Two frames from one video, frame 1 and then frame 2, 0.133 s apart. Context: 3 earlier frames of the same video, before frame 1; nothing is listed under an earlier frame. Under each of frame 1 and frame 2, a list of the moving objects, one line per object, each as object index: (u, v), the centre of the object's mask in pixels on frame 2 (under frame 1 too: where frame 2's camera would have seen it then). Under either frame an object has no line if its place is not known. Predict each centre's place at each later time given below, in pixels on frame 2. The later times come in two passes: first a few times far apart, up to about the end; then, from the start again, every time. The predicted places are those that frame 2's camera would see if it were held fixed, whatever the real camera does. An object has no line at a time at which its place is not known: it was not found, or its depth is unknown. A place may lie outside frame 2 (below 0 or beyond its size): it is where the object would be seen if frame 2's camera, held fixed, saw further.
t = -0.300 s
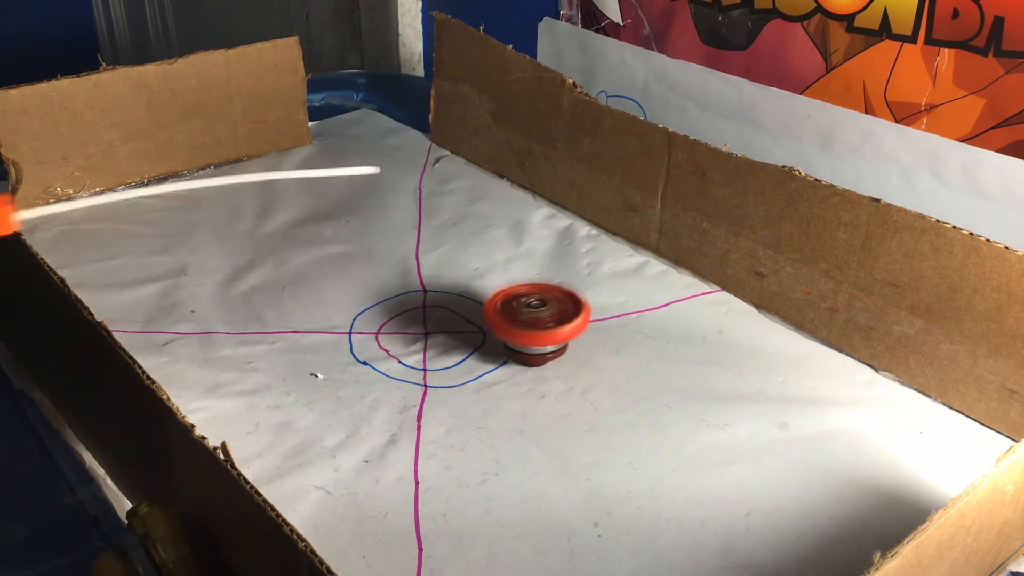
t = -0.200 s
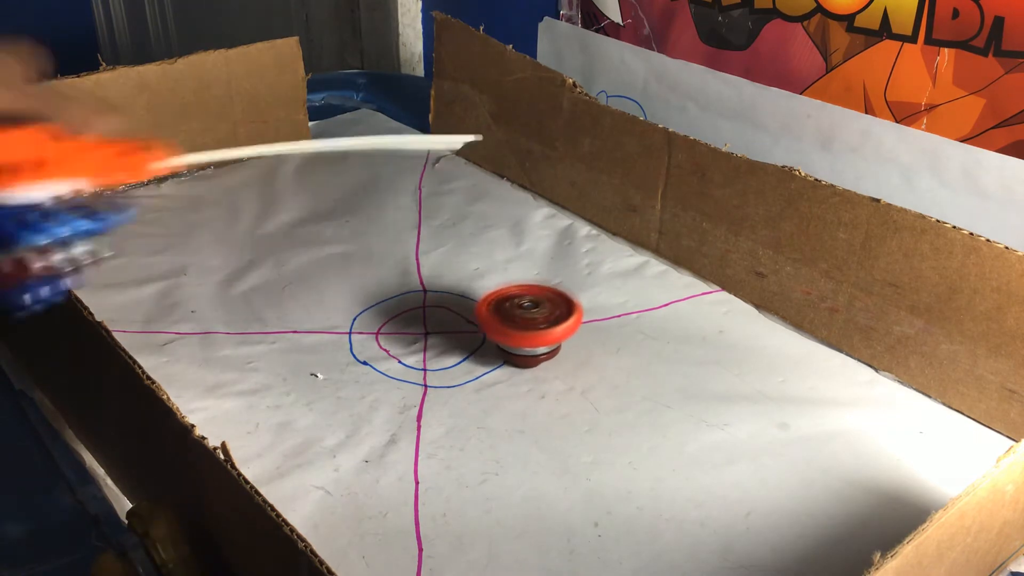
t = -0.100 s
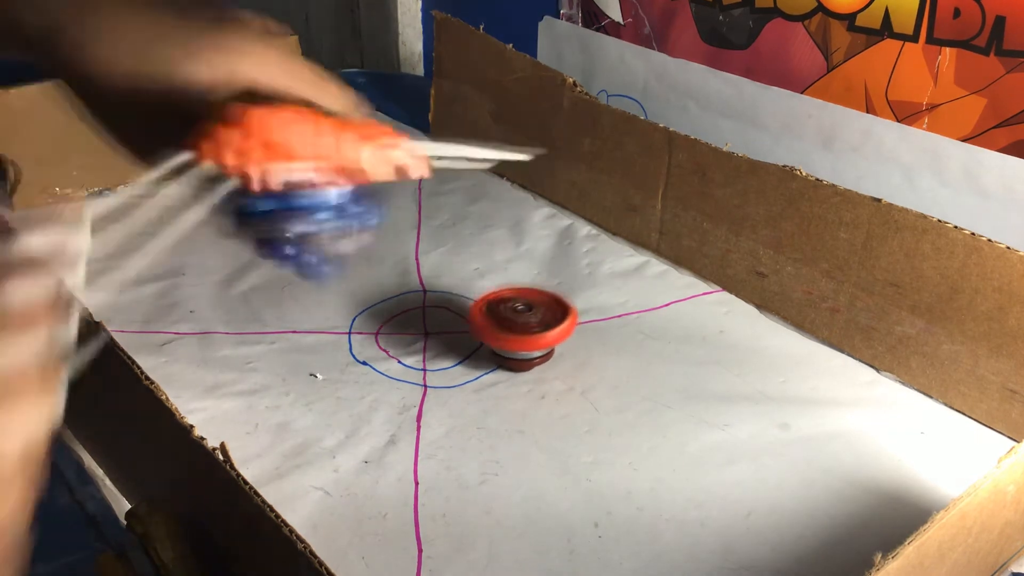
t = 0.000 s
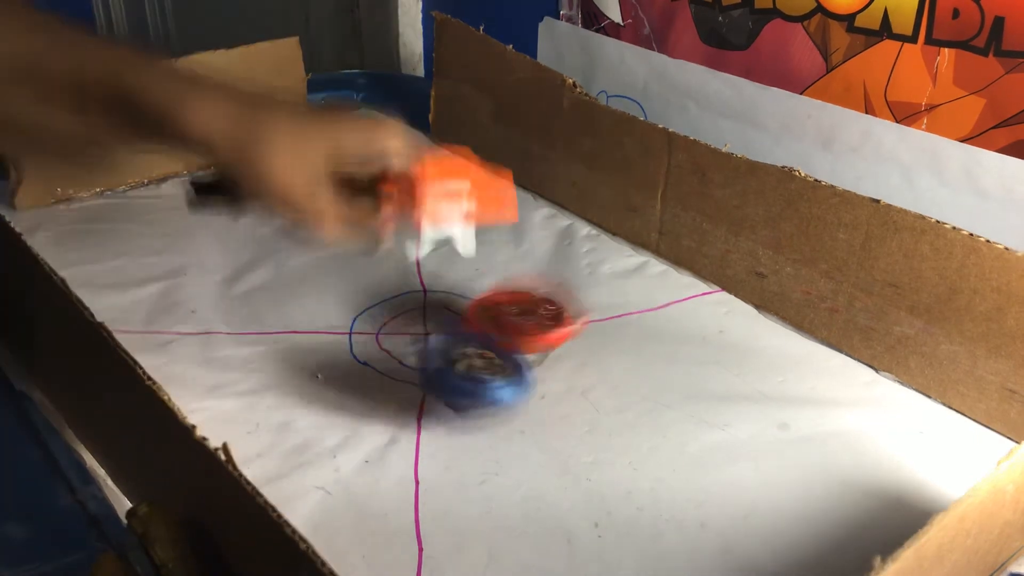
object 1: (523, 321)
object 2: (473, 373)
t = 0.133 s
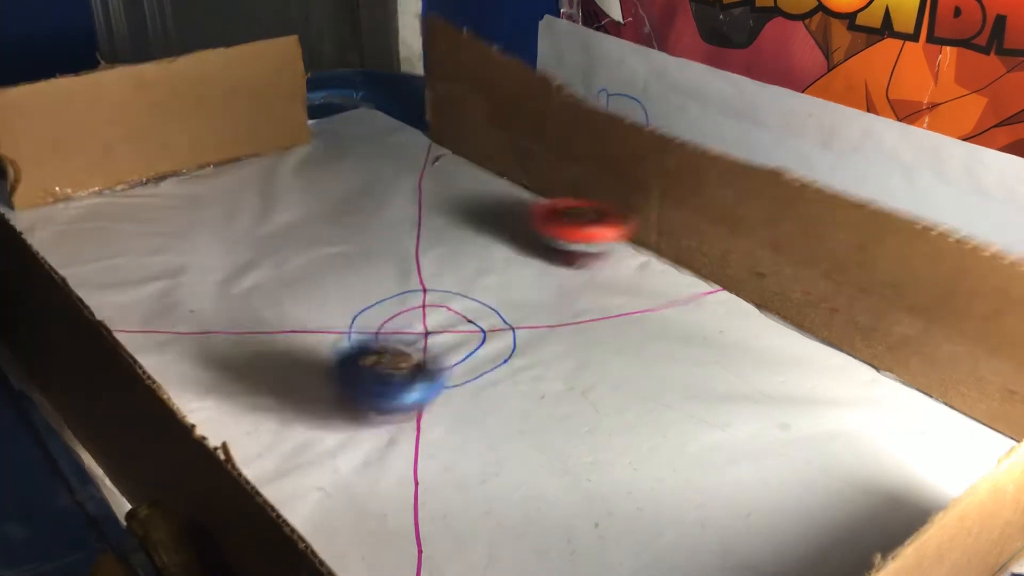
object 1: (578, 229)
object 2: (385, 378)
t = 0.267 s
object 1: (437, 200)
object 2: (327, 340)
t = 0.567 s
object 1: (202, 152)
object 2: (243, 237)
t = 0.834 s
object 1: (46, 223)
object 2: (304, 194)
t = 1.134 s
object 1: (180, 283)
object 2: (346, 147)
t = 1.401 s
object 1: (344, 346)
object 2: (413, 126)
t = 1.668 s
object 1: (532, 415)
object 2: (399, 126)
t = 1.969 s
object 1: (733, 503)
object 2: (401, 127)
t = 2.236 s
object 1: (814, 543)
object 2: (423, 134)
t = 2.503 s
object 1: (749, 522)
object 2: (437, 147)
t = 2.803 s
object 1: (654, 445)
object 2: (438, 163)
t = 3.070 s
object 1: (580, 367)
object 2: (432, 178)
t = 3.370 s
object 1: (530, 287)
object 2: (418, 200)
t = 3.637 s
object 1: (508, 243)
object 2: (391, 234)
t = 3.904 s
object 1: (520, 233)
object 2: (306, 312)
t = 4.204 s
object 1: (555, 248)
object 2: (318, 413)
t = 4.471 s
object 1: (559, 281)
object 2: (399, 494)
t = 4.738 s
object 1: (525, 324)
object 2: (494, 546)
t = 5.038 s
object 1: (440, 368)
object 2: (599, 558)
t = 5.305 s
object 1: (361, 384)
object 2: (672, 547)
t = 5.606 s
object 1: (318, 369)
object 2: (710, 504)
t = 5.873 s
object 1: (345, 338)
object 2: (692, 426)
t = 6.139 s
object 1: (403, 306)
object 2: (642, 356)
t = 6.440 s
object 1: (451, 284)
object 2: (582, 291)
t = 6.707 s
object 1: (313, 259)
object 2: (601, 253)
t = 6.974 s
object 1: (250, 232)
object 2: (549, 243)
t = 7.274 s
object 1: (214, 209)
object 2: (511, 275)
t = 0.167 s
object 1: (540, 222)
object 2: (369, 362)
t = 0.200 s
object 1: (502, 213)
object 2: (353, 346)
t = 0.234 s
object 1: (468, 205)
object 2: (340, 347)
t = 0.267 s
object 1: (437, 200)
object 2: (327, 340)
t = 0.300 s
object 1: (406, 195)
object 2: (318, 324)
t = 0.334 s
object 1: (378, 191)
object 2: (309, 319)
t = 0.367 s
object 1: (354, 184)
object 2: (299, 302)
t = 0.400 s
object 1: (327, 178)
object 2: (291, 291)
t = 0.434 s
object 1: (303, 172)
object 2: (279, 279)
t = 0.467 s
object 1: (276, 164)
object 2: (267, 268)
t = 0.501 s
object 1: (248, 158)
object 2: (257, 260)
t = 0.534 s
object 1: (220, 152)
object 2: (248, 248)
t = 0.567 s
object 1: (202, 152)
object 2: (243, 237)
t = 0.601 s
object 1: (182, 164)
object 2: (236, 223)
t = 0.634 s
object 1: (165, 172)
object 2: (227, 211)
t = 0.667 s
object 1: (143, 174)
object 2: (227, 204)
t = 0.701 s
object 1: (94, 169)
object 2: (245, 203)
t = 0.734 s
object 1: (48, 190)
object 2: (262, 203)
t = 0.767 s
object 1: (20, 213)
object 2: (277, 202)
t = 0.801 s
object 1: (25, 225)
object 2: (291, 199)
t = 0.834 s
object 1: (46, 223)
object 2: (304, 194)
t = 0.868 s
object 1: (57, 229)
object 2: (313, 189)
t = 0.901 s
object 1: (63, 241)
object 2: (321, 183)
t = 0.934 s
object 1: (78, 246)
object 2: (327, 177)
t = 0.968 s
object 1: (96, 250)
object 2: (332, 171)
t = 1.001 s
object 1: (111, 256)
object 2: (337, 166)
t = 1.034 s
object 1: (129, 262)
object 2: (340, 160)
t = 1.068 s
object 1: (146, 269)
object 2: (342, 155)
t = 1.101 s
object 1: (162, 276)
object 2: (345, 151)
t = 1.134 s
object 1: (180, 283)
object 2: (346, 147)
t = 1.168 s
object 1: (199, 288)
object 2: (351, 143)
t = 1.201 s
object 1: (219, 295)
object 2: (355, 140)
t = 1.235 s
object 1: (239, 302)
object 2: (362, 136)
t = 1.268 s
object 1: (258, 310)
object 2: (369, 134)
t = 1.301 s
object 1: (278, 321)
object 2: (378, 133)
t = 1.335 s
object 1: (299, 330)
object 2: (389, 131)
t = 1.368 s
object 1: (321, 337)
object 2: (403, 129)
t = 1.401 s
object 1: (344, 346)
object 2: (413, 126)
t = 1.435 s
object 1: (366, 354)
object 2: (409, 126)
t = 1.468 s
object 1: (389, 363)
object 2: (405, 126)
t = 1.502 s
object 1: (412, 373)
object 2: (402, 126)
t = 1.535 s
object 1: (437, 382)
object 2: (399, 126)
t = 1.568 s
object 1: (462, 390)
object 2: (399, 126)
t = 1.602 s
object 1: (486, 399)
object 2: (399, 126)
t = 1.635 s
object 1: (509, 407)
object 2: (399, 126)
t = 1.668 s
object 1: (532, 415)
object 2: (399, 126)
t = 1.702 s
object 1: (556, 425)
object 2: (400, 126)
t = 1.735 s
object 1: (578, 434)
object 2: (400, 126)
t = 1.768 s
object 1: (601, 444)
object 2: (399, 126)
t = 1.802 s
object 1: (624, 453)
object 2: (398, 126)
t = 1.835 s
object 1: (646, 463)
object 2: (398, 126)
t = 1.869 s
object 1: (668, 472)
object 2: (399, 126)
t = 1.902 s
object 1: (690, 481)
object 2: (399, 126)
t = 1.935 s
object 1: (712, 491)
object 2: (401, 126)
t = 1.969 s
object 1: (733, 503)
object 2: (401, 127)
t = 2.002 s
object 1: (753, 513)
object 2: (404, 128)
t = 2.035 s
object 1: (771, 521)
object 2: (407, 128)
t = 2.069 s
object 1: (787, 528)
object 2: (409, 129)
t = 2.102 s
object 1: (798, 533)
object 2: (413, 129)
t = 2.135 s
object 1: (806, 538)
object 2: (416, 130)
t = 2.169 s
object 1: (815, 542)
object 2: (418, 131)
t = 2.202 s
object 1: (819, 545)
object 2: (421, 133)
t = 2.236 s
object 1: (814, 543)
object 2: (423, 134)
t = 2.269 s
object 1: (810, 540)
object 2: (426, 136)
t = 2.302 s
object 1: (804, 538)
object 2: (427, 138)
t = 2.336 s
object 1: (798, 536)
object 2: (429, 140)
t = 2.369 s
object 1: (790, 535)
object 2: (432, 141)
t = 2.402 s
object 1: (780, 532)
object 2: (433, 143)
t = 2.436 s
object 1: (771, 530)
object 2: (434, 144)
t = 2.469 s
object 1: (760, 525)
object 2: (436, 145)
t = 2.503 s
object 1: (749, 522)
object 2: (437, 147)
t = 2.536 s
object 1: (737, 516)
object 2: (438, 148)
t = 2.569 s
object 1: (726, 509)
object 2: (438, 150)
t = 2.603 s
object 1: (715, 500)
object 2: (438, 152)
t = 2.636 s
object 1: (704, 492)
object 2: (438, 154)
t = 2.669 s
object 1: (694, 483)
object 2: (439, 155)
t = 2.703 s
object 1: (684, 474)
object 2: (439, 157)
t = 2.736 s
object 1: (675, 465)
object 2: (438, 159)
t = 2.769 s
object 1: (665, 455)
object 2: (438, 161)
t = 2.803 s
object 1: (654, 445)
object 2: (438, 163)
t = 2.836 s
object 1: (643, 435)
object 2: (437, 164)
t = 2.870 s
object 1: (633, 425)
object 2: (437, 166)
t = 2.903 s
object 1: (622, 415)
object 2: (436, 169)
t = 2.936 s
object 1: (613, 405)
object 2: (435, 171)
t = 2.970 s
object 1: (605, 395)
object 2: (435, 173)
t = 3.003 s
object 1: (596, 385)
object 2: (434, 176)
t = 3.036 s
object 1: (588, 375)
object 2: (433, 178)
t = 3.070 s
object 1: (580, 367)
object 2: (432, 178)
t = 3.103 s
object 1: (572, 357)
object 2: (431, 182)
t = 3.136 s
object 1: (566, 348)
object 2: (430, 184)
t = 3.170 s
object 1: (560, 338)
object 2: (429, 185)
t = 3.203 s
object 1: (553, 329)
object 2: (427, 189)
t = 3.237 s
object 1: (548, 320)
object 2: (425, 190)
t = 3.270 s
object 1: (542, 311)
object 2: (424, 192)
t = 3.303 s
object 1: (538, 303)
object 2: (422, 194)
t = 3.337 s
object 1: (534, 295)
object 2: (420, 197)
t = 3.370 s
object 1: (530, 287)
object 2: (418, 200)
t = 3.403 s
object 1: (525, 280)
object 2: (416, 205)
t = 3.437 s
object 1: (521, 274)
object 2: (413, 207)
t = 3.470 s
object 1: (518, 267)
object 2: (410, 210)
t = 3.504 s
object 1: (515, 261)
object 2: (407, 213)
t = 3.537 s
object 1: (513, 255)
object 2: (404, 218)
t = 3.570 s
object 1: (511, 250)
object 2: (401, 223)
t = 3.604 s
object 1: (509, 246)
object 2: (395, 229)
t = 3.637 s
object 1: (508, 243)
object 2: (391, 234)
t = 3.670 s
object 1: (507, 240)
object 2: (384, 240)
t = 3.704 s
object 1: (507, 237)
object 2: (377, 248)
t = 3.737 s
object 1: (507, 236)
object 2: (368, 257)
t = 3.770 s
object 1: (509, 234)
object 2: (358, 266)
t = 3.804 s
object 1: (512, 233)
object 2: (345, 275)
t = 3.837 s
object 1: (515, 233)
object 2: (331, 288)
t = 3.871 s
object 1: (517, 233)
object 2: (318, 299)
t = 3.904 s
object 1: (520, 233)
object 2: (306, 312)
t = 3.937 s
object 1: (524, 234)
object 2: (299, 324)
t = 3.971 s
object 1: (529, 235)
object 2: (294, 334)
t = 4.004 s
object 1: (533, 237)
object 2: (292, 346)
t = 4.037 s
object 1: (538, 238)
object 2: (294, 357)
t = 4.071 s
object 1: (542, 240)
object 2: (294, 369)
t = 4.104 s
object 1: (545, 241)
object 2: (299, 380)
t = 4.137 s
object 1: (549, 243)
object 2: (304, 391)
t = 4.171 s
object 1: (552, 245)
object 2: (310, 402)
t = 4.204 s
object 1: (555, 248)
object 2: (318, 413)
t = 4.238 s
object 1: (557, 251)
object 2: (324, 424)
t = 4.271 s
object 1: (558, 254)
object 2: (333, 435)
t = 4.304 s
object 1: (559, 258)
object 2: (342, 445)
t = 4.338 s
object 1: (559, 262)
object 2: (352, 455)
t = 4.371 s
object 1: (559, 267)
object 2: (363, 464)
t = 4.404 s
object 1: (559, 271)
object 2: (375, 474)
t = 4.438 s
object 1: (559, 276)
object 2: (387, 485)
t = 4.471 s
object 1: (559, 281)
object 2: (399, 494)
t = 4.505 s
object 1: (557, 286)
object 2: (411, 504)
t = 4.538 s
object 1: (555, 292)
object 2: (423, 515)
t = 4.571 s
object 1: (552, 297)
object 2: (435, 523)
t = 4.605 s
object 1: (548, 302)
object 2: (447, 529)
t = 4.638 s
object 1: (545, 307)
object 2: (458, 535)
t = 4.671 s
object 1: (540, 313)
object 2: (469, 539)
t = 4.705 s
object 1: (533, 318)
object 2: (480, 543)
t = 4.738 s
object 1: (525, 324)
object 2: (494, 546)
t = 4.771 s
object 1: (517, 329)
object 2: (504, 549)
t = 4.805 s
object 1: (510, 335)
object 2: (516, 552)
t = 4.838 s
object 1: (501, 341)
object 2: (527, 553)
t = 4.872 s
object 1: (492, 346)
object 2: (538, 555)
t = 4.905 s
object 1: (482, 351)
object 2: (551, 556)
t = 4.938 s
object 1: (471, 356)
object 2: (564, 557)
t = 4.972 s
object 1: (461, 360)
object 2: (576, 558)
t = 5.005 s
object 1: (450, 365)
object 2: (588, 558)
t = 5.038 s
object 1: (440, 368)
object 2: (599, 558)
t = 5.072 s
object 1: (428, 372)
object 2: (609, 557)
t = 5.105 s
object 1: (417, 375)
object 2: (620, 557)
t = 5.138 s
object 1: (407, 377)
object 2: (630, 556)
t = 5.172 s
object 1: (398, 380)
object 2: (639, 554)
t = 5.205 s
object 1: (388, 381)
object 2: (649, 553)
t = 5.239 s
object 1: (378, 383)
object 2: (657, 551)
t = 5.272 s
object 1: (369, 384)
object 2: (664, 549)
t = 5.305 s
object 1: (361, 384)
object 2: (672, 547)
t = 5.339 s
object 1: (353, 383)
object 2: (678, 544)
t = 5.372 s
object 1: (345, 383)
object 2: (684, 541)
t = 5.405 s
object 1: (338, 381)
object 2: (689, 538)
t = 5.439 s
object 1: (332, 380)
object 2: (694, 534)
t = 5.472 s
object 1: (329, 378)
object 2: (699, 530)
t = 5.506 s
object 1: (324, 376)
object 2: (703, 526)
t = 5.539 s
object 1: (321, 374)
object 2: (707, 521)
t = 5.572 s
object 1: (319, 371)
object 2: (709, 514)
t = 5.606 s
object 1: (318, 369)
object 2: (710, 504)
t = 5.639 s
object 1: (320, 366)
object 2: (711, 495)
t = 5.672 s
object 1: (321, 362)
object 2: (711, 486)
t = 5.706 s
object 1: (323, 359)
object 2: (710, 476)
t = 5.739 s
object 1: (326, 355)
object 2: (709, 466)
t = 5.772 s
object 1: (330, 351)
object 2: (706, 456)
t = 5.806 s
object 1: (336, 346)
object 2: (702, 446)
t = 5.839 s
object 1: (340, 342)
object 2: (696, 436)
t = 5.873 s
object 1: (345, 338)
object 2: (692, 426)
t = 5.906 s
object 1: (352, 333)
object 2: (687, 415)
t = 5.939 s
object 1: (360, 329)
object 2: (682, 405)
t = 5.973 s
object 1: (366, 325)
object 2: (675, 396)
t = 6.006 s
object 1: (372, 320)
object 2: (670, 388)
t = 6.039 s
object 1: (381, 317)
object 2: (662, 380)
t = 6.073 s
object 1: (389, 312)
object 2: (655, 372)
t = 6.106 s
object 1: (397, 309)
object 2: (648, 364)
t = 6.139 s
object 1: (403, 306)
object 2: (642, 356)
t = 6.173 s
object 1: (412, 302)
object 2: (635, 350)
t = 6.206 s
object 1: (419, 298)
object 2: (628, 342)
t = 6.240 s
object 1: (427, 295)
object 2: (619, 333)
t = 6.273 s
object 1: (434, 293)
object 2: (612, 326)
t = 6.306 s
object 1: (442, 290)
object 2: (601, 318)
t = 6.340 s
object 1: (451, 288)
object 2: (592, 311)
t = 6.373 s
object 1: (459, 287)
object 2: (583, 304)
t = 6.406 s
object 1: (465, 286)
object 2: (573, 296)
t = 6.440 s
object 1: (451, 284)
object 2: (582, 291)
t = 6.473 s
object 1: (424, 280)
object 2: (593, 284)
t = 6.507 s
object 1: (402, 277)
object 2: (600, 281)
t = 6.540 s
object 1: (384, 274)
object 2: (606, 274)
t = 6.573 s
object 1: (368, 271)
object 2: (608, 269)
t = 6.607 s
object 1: (352, 268)
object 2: (609, 264)
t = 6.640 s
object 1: (338, 265)
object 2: (606, 260)
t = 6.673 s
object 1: (325, 262)
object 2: (604, 256)
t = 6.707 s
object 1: (313, 259)
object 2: (601, 253)
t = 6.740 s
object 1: (301, 256)
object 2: (595, 249)
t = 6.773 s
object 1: (291, 253)
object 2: (586, 246)
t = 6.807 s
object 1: (283, 250)
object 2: (580, 244)
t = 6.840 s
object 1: (275, 247)
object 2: (575, 242)
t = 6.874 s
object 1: (268, 243)
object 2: (567, 241)
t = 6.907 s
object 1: (263, 240)
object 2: (561, 241)
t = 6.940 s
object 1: (257, 236)
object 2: (555, 242)
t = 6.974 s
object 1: (250, 232)
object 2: (549, 243)
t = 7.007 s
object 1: (243, 229)
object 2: (544, 245)
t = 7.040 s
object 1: (237, 225)
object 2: (541, 247)
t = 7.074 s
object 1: (231, 222)
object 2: (536, 249)
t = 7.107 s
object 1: (226, 219)
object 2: (532, 251)
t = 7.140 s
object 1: (223, 217)
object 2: (528, 255)
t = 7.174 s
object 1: (219, 215)
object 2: (523, 259)
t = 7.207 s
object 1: (217, 213)
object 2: (518, 264)
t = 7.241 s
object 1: (215, 211)
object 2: (515, 269)
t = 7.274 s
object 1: (214, 209)
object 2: (511, 275)
